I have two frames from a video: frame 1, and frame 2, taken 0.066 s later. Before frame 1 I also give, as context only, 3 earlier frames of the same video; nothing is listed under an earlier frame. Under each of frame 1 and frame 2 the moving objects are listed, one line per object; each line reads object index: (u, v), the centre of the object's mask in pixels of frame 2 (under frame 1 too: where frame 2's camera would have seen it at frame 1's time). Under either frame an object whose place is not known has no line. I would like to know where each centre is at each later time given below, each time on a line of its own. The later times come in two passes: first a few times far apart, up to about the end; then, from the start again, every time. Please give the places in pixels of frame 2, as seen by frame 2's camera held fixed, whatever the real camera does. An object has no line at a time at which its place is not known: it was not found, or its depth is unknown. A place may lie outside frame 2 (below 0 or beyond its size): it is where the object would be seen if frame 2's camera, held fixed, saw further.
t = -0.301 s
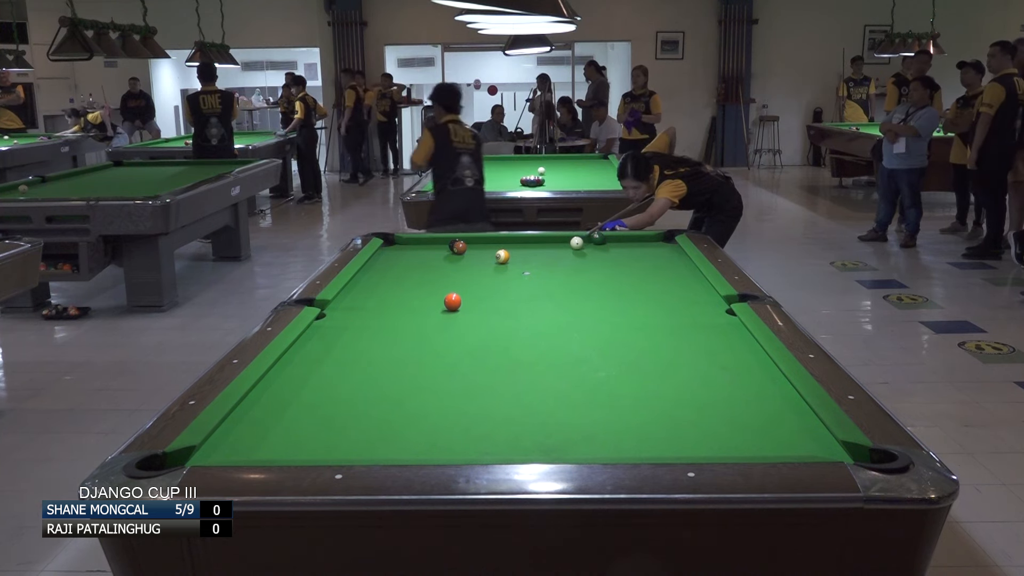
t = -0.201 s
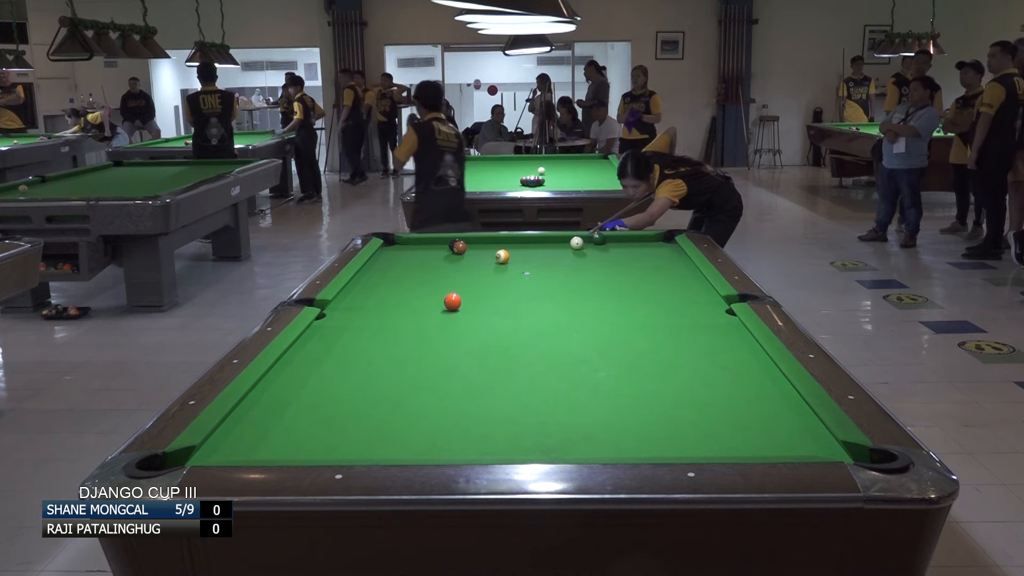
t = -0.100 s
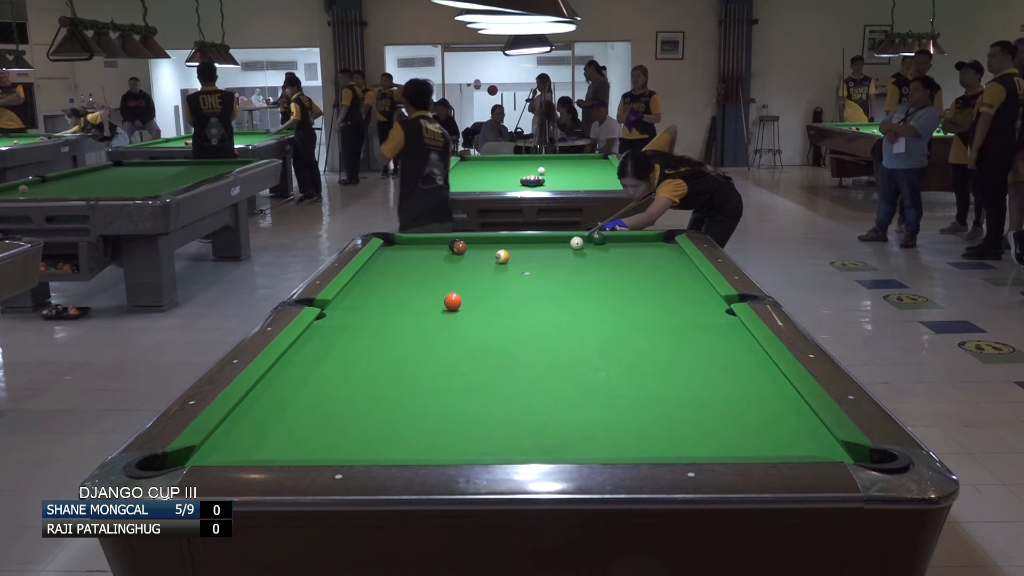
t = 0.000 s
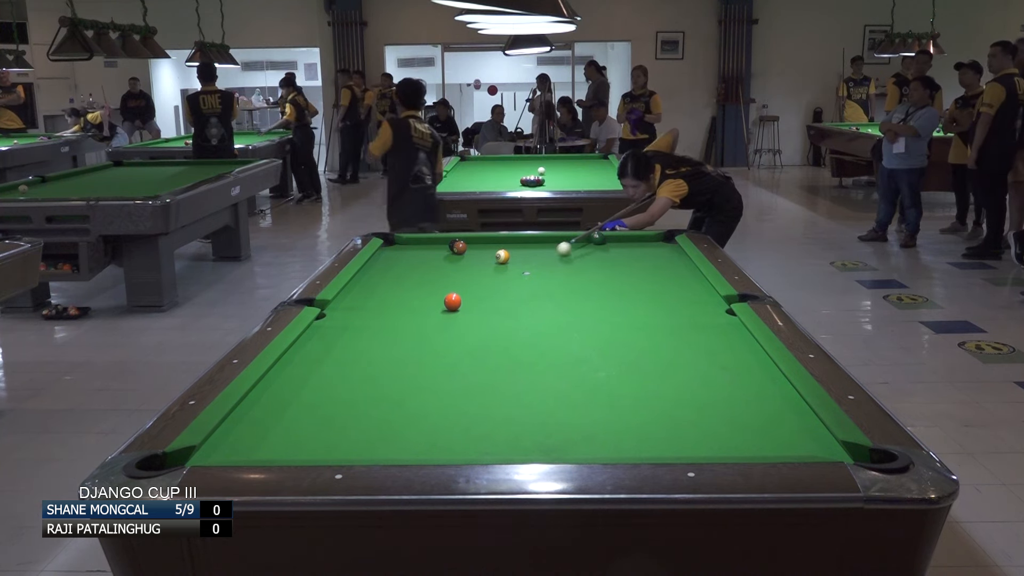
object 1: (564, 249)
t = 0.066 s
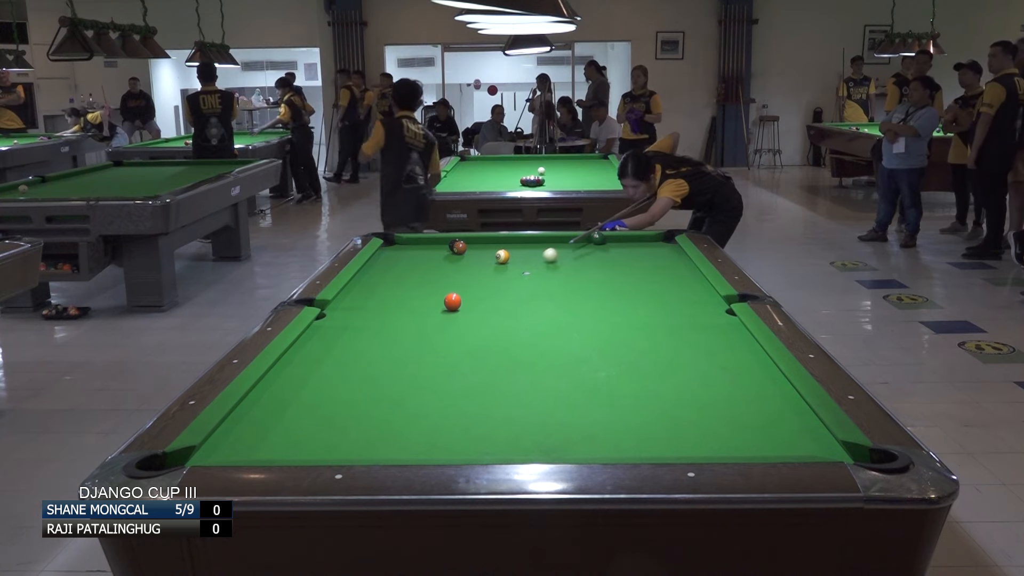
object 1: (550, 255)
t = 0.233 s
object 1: (512, 273)
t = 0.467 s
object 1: (455, 298)
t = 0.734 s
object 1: (420, 304)
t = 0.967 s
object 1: (385, 312)
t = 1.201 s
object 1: (348, 321)
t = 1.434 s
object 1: (317, 330)
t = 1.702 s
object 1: (328, 336)
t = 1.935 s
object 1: (337, 342)
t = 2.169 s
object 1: (347, 348)
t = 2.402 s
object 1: (356, 354)
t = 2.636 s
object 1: (364, 359)
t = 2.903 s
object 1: (374, 365)
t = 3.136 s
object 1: (381, 370)
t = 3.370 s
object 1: (388, 375)
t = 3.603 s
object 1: (395, 380)
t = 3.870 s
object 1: (402, 385)
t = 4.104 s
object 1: (408, 389)
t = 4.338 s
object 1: (414, 392)
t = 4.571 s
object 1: (418, 396)
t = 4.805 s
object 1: (423, 398)
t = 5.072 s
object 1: (427, 401)
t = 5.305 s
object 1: (430, 402)
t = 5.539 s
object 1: (432, 403)
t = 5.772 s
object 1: (433, 404)
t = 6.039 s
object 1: (433, 405)
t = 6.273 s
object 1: (433, 405)
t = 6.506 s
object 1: (433, 405)
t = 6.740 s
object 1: (433, 405)
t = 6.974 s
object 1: (433, 405)
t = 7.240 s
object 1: (433, 405)
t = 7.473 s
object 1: (433, 405)
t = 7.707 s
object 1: (433, 405)
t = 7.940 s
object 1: (433, 405)
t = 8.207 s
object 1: (433, 405)
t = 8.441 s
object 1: (433, 405)
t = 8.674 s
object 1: (433, 405)
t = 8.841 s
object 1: (433, 405)
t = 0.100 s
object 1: (543, 258)
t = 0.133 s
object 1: (535, 262)
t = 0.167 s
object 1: (528, 266)
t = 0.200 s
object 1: (520, 269)
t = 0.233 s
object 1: (512, 273)
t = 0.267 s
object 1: (503, 277)
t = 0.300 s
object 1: (494, 282)
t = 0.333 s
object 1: (485, 286)
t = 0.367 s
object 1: (475, 290)
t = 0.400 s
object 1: (466, 294)
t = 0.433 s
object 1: (459, 296)
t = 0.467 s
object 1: (455, 298)
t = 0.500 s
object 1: (451, 298)
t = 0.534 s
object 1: (447, 299)
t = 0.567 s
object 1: (443, 299)
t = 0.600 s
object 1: (439, 300)
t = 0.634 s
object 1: (435, 301)
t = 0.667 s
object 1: (430, 302)
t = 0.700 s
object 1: (425, 303)
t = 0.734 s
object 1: (420, 304)
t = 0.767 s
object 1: (415, 305)
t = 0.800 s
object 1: (410, 306)
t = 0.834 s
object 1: (405, 308)
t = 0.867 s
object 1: (400, 309)
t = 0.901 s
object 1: (395, 310)
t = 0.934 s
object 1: (390, 311)
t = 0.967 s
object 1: (385, 312)
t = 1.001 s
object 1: (380, 314)
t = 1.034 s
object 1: (375, 315)
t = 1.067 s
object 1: (369, 316)
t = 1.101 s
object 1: (364, 317)
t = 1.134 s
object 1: (359, 318)
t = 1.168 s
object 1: (354, 320)
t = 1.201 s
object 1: (348, 321)
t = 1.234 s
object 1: (343, 322)
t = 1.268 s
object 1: (338, 324)
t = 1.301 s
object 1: (333, 324)
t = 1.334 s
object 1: (327, 326)
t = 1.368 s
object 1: (321, 327)
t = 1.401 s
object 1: (316, 329)
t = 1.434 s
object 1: (317, 330)
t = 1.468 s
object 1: (318, 330)
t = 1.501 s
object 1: (320, 331)
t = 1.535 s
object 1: (321, 332)
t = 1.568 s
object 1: (322, 333)
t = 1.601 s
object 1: (324, 334)
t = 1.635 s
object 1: (325, 335)
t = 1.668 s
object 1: (327, 335)
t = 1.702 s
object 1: (328, 336)
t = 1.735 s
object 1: (329, 337)
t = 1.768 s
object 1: (331, 338)
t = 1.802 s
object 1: (332, 339)
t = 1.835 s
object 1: (334, 340)
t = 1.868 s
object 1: (335, 340)
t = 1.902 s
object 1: (336, 341)
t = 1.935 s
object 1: (337, 342)
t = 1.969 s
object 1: (339, 343)
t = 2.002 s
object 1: (340, 344)
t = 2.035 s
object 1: (342, 345)
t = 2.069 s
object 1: (343, 345)
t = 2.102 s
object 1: (344, 346)
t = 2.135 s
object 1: (346, 347)
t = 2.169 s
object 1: (347, 348)
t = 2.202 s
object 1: (348, 349)
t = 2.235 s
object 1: (350, 350)
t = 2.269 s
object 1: (351, 350)
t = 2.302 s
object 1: (352, 351)
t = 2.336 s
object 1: (353, 352)
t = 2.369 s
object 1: (355, 353)
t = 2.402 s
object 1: (356, 354)
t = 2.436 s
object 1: (357, 354)
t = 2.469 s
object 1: (358, 355)
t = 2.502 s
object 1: (360, 356)
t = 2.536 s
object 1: (361, 357)
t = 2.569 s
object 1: (362, 357)
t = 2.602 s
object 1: (363, 358)
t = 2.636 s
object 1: (364, 359)
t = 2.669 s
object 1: (366, 360)
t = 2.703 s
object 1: (367, 360)
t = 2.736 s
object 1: (368, 361)
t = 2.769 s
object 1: (369, 362)
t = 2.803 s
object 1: (370, 363)
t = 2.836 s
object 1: (371, 364)
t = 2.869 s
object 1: (372, 364)
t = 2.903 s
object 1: (374, 365)
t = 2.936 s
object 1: (375, 366)
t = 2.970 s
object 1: (376, 366)
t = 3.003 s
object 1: (377, 367)
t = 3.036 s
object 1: (378, 368)
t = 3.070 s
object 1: (379, 369)
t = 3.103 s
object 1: (380, 369)
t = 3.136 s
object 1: (381, 370)
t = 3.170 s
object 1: (382, 371)
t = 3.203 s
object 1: (383, 372)
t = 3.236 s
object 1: (384, 372)
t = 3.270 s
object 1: (385, 373)
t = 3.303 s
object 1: (386, 374)
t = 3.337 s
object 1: (387, 375)
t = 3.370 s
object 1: (388, 375)
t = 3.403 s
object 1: (389, 376)
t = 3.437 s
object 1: (390, 377)
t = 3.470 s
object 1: (391, 377)
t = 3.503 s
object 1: (392, 378)
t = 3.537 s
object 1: (393, 379)
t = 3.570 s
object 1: (394, 379)
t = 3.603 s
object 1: (395, 380)
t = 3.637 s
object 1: (396, 381)
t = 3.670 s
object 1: (397, 381)
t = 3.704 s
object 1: (398, 382)
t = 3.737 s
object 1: (398, 383)
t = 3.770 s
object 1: (399, 383)
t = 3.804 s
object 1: (400, 384)
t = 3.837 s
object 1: (401, 384)
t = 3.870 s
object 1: (402, 385)
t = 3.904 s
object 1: (403, 385)
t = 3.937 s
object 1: (404, 386)
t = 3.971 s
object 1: (405, 386)
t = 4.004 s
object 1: (406, 387)
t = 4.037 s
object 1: (406, 388)
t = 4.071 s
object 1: (407, 389)
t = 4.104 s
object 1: (408, 389)
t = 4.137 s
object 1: (409, 389)
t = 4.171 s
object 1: (410, 390)
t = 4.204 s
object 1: (410, 391)
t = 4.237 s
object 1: (411, 391)
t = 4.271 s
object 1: (412, 392)
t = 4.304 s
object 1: (413, 392)
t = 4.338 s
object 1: (414, 392)
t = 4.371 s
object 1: (414, 393)
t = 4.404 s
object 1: (415, 393)
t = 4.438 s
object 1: (416, 394)
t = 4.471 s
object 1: (416, 394)
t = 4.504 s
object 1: (417, 395)
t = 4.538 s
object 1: (418, 395)
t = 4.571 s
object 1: (418, 396)
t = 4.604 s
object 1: (419, 396)
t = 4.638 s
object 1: (420, 396)
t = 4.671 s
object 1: (420, 396)
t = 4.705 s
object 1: (421, 397)
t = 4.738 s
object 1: (421, 397)
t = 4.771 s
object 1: (422, 398)
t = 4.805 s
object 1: (423, 398)
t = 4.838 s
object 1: (423, 398)
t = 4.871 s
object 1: (424, 399)
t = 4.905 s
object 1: (425, 399)
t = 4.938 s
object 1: (425, 399)
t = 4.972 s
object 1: (426, 400)
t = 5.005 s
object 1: (426, 400)
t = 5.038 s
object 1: (427, 401)
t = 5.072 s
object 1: (427, 401)
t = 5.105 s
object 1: (428, 401)
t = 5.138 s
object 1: (428, 401)
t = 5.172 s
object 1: (429, 401)
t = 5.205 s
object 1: (429, 402)
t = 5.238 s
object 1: (430, 402)
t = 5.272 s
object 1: (430, 402)
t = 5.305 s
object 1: (430, 402)
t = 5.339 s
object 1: (431, 402)
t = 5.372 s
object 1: (431, 403)
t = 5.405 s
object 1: (431, 403)
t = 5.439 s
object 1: (431, 403)
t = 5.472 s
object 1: (432, 403)
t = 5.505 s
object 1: (432, 403)
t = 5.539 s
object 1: (432, 403)
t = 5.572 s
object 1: (432, 404)
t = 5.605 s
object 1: (432, 404)
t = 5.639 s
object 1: (433, 404)
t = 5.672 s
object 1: (433, 404)
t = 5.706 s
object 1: (433, 404)
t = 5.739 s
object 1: (433, 404)
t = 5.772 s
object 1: (433, 404)
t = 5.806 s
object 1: (433, 404)
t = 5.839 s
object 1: (433, 404)
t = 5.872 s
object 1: (433, 405)
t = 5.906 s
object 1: (433, 405)
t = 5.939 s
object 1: (433, 405)
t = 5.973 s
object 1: (433, 405)
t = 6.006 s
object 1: (433, 405)
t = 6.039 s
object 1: (433, 405)
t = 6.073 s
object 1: (433, 405)
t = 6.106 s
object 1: (433, 405)
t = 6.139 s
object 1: (433, 405)
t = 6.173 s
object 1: (433, 405)
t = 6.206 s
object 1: (433, 405)
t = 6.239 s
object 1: (433, 405)
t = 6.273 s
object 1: (433, 405)
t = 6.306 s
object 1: (433, 405)
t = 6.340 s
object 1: (433, 405)
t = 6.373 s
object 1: (433, 405)
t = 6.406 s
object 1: (433, 405)
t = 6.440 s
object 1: (433, 405)
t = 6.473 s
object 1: (433, 405)
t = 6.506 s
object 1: (433, 405)
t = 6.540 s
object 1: (433, 405)
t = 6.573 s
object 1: (433, 405)
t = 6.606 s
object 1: (433, 405)
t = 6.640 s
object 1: (433, 405)
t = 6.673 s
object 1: (433, 405)
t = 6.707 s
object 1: (433, 405)
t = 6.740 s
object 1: (433, 405)
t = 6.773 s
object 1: (433, 405)
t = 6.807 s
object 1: (433, 405)
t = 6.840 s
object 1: (433, 405)
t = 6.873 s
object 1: (433, 405)
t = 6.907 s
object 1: (433, 405)
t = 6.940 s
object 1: (433, 405)
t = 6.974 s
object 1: (433, 405)
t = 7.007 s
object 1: (433, 405)
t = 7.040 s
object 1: (433, 405)
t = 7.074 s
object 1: (433, 405)
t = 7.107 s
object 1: (433, 405)
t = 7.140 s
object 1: (433, 405)
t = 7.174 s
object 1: (433, 405)
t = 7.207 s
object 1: (433, 405)
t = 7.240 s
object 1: (433, 405)
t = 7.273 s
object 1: (433, 405)
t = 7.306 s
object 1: (433, 405)
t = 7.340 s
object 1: (433, 405)
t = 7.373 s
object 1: (433, 405)
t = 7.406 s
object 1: (433, 405)
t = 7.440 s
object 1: (433, 405)
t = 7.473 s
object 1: (433, 405)
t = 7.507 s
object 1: (433, 405)
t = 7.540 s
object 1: (433, 405)
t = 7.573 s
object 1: (433, 405)
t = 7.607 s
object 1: (433, 405)
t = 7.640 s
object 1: (433, 405)
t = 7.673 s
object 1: (433, 405)
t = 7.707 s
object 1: (433, 405)
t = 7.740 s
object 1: (433, 405)
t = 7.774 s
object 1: (433, 405)
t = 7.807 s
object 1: (433, 405)
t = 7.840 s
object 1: (433, 405)
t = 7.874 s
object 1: (433, 405)
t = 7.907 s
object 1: (433, 405)
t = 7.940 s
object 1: (433, 405)
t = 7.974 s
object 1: (433, 405)
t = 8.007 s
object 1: (433, 405)
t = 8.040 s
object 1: (433, 405)
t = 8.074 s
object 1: (433, 405)
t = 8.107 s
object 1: (433, 405)
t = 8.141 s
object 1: (433, 405)
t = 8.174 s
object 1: (433, 405)
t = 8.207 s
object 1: (433, 405)
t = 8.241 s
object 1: (433, 405)
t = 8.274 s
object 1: (433, 405)
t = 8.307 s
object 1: (433, 405)
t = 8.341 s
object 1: (433, 405)
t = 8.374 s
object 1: (433, 405)
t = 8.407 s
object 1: (433, 405)
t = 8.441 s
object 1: (433, 405)
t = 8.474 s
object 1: (433, 405)
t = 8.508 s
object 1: (433, 405)
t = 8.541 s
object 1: (433, 405)
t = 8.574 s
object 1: (433, 405)
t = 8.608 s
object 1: (433, 405)
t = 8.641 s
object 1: (433, 405)
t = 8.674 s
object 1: (433, 405)
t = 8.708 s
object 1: (433, 405)
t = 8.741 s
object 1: (433, 405)
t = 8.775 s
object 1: (433, 405)
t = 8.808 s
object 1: (433, 405)
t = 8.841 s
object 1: (433, 405)
